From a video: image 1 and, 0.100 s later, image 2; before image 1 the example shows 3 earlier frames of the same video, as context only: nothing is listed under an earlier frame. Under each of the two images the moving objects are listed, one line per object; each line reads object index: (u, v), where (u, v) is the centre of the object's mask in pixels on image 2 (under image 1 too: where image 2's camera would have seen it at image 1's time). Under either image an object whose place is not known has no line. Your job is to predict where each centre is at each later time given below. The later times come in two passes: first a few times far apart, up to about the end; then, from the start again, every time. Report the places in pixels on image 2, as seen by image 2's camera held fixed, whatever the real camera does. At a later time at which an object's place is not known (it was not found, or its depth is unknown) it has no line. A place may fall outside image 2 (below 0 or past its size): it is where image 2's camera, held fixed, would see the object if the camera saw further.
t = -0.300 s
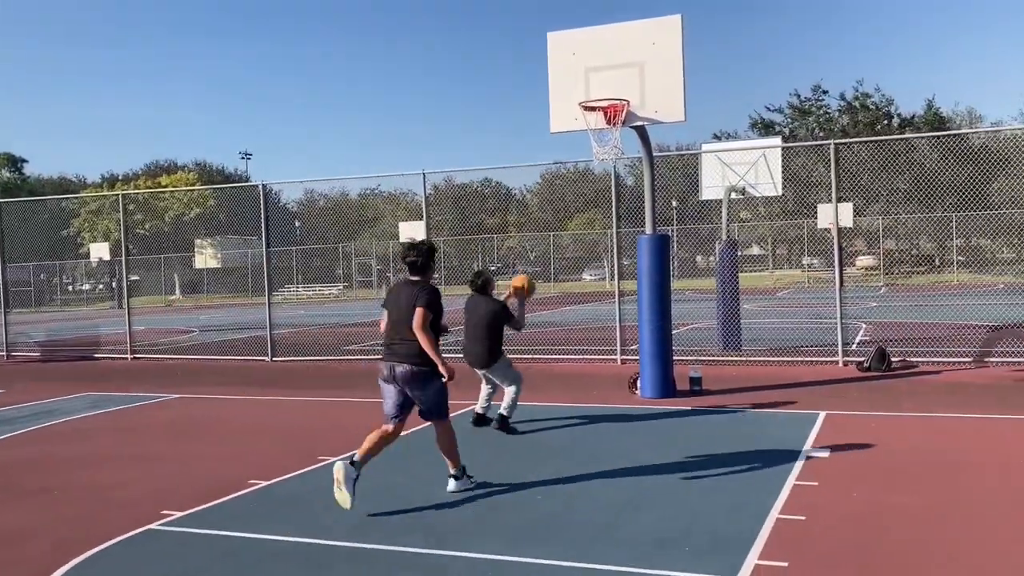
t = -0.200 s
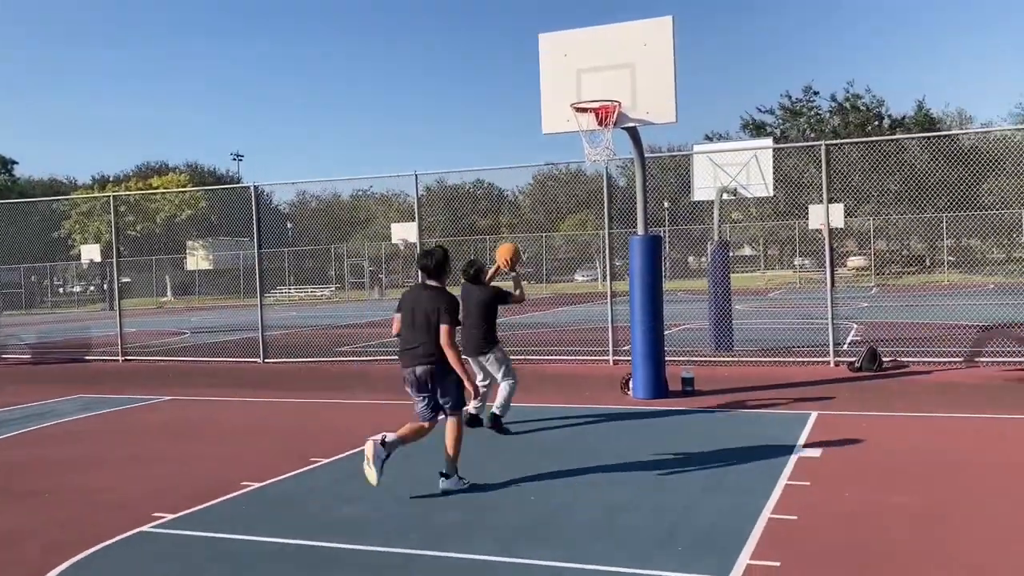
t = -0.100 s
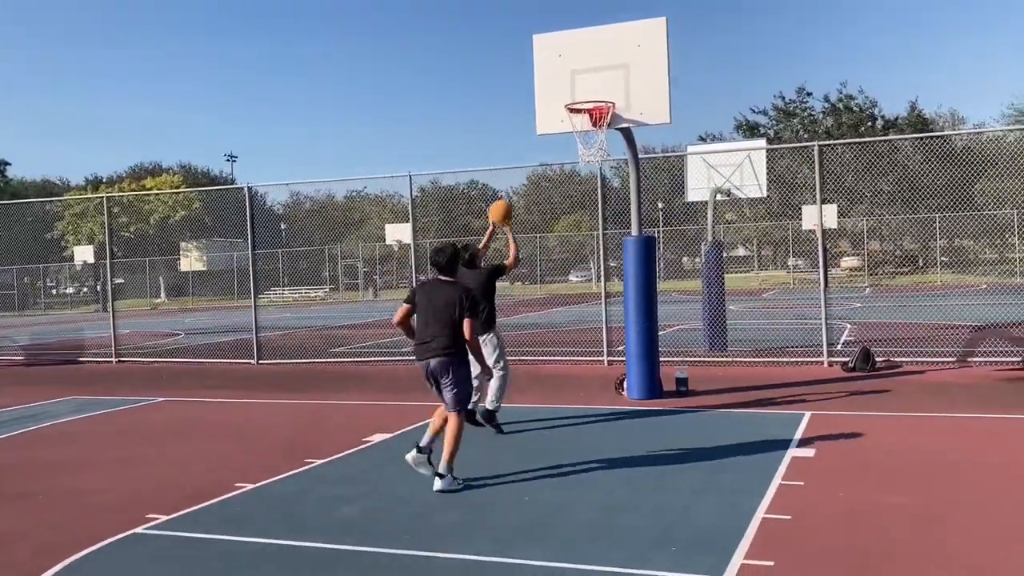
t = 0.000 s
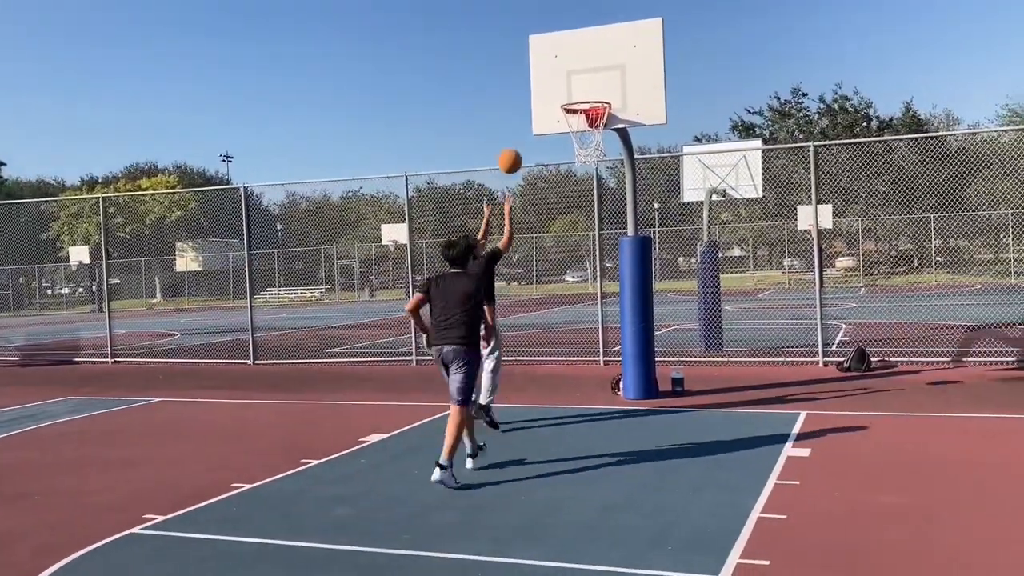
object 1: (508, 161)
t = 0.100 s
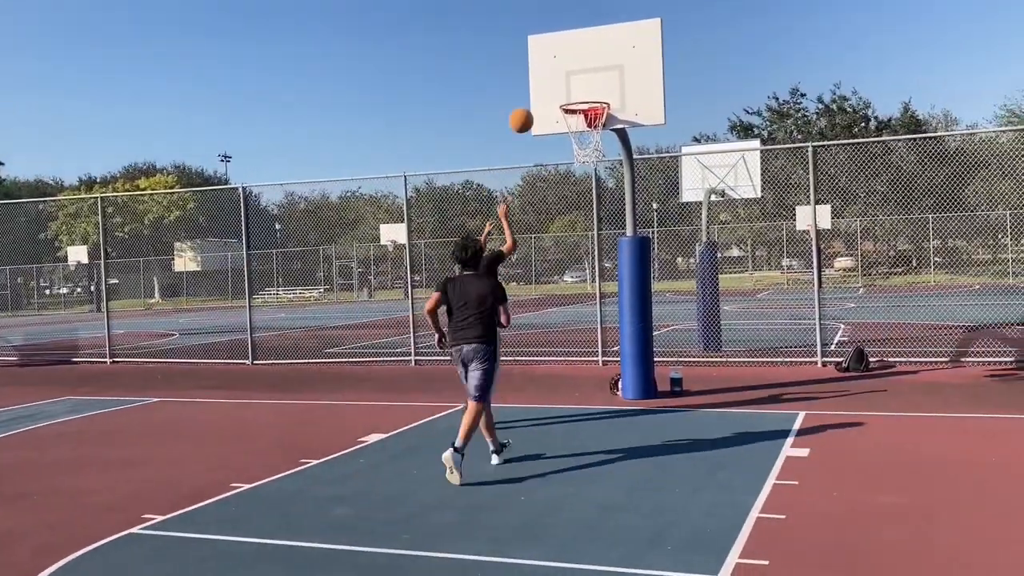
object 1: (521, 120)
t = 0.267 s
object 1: (542, 77)
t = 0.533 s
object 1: (553, 78)
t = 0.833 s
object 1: (521, 89)
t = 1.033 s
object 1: (489, 123)
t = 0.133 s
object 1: (525, 109)
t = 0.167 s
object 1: (529, 99)
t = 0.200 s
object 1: (533, 91)
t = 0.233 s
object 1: (538, 83)
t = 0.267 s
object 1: (542, 77)
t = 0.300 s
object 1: (546, 72)
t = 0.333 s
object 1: (549, 67)
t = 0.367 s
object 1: (551, 67)
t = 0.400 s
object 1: (551, 67)
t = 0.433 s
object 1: (551, 68)
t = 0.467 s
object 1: (552, 70)
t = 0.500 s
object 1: (552, 74)
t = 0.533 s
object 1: (553, 78)
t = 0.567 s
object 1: (553, 84)
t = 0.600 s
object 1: (554, 91)
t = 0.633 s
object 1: (554, 96)
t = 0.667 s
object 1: (548, 92)
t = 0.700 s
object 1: (543, 89)
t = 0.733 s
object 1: (537, 87)
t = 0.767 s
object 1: (532, 87)
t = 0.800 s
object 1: (526, 87)
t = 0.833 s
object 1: (521, 89)
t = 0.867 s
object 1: (516, 91)
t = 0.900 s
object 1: (510, 96)
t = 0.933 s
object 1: (505, 101)
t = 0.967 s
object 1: (500, 107)
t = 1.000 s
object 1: (495, 115)
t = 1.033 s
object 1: (489, 123)
